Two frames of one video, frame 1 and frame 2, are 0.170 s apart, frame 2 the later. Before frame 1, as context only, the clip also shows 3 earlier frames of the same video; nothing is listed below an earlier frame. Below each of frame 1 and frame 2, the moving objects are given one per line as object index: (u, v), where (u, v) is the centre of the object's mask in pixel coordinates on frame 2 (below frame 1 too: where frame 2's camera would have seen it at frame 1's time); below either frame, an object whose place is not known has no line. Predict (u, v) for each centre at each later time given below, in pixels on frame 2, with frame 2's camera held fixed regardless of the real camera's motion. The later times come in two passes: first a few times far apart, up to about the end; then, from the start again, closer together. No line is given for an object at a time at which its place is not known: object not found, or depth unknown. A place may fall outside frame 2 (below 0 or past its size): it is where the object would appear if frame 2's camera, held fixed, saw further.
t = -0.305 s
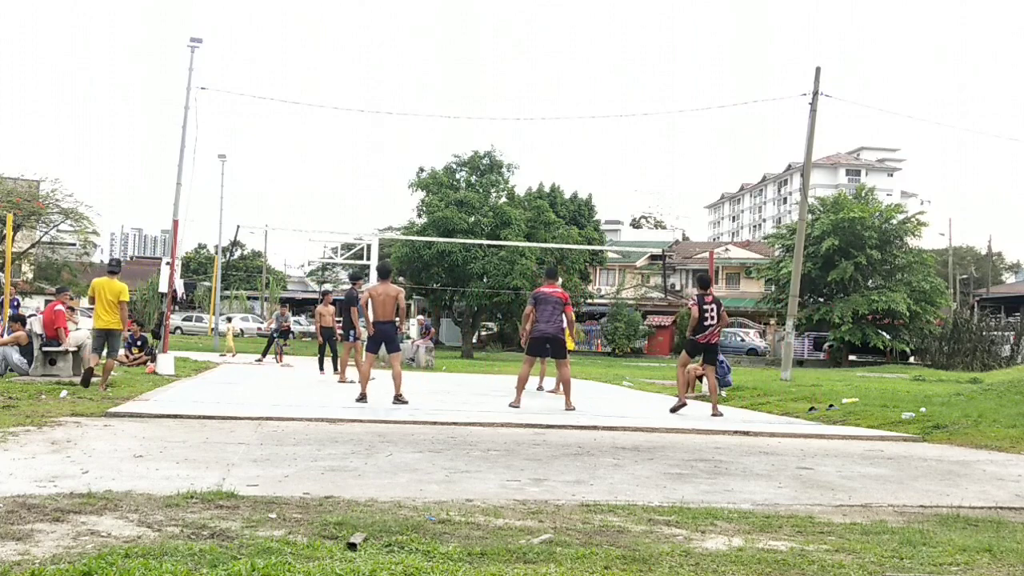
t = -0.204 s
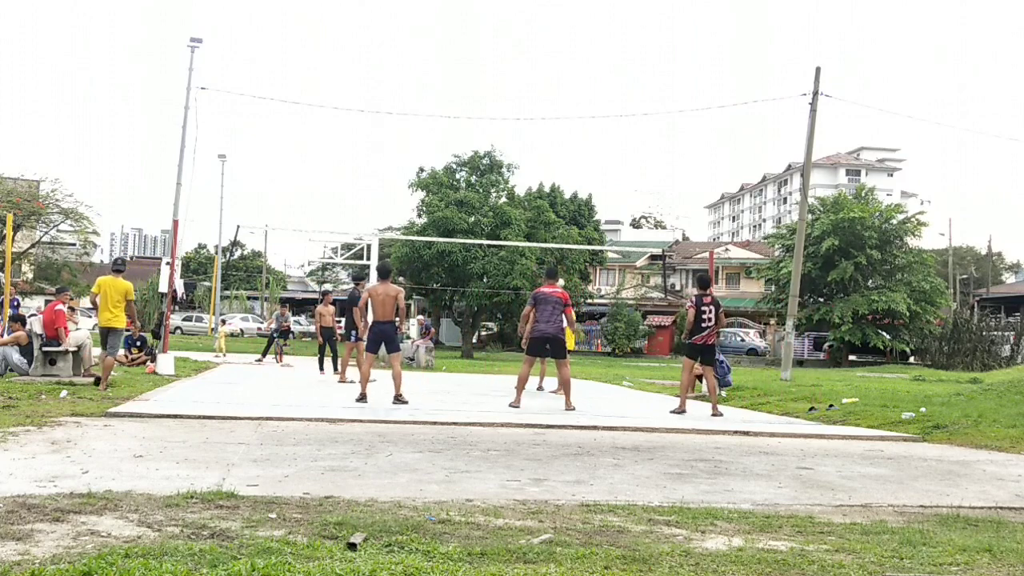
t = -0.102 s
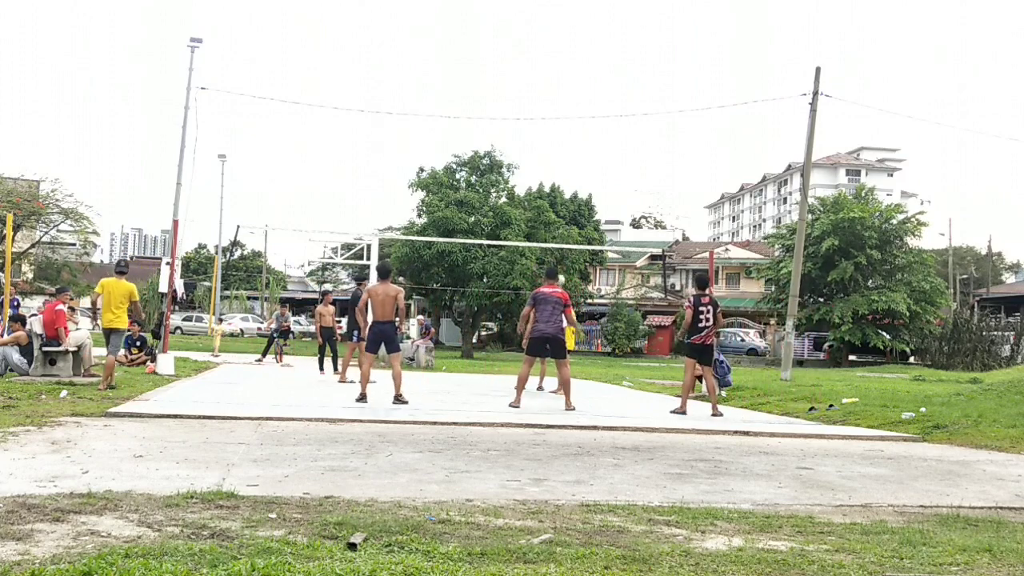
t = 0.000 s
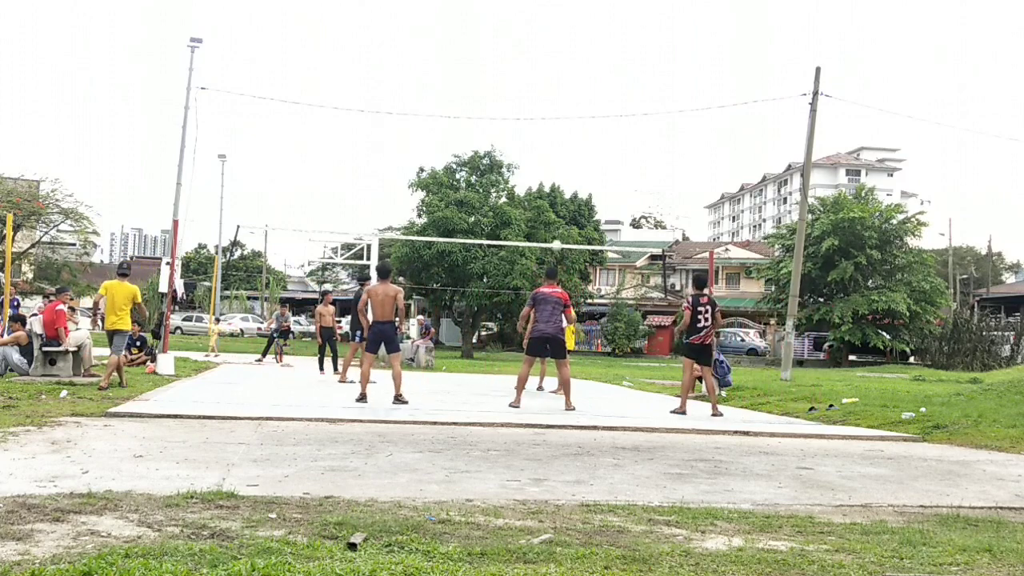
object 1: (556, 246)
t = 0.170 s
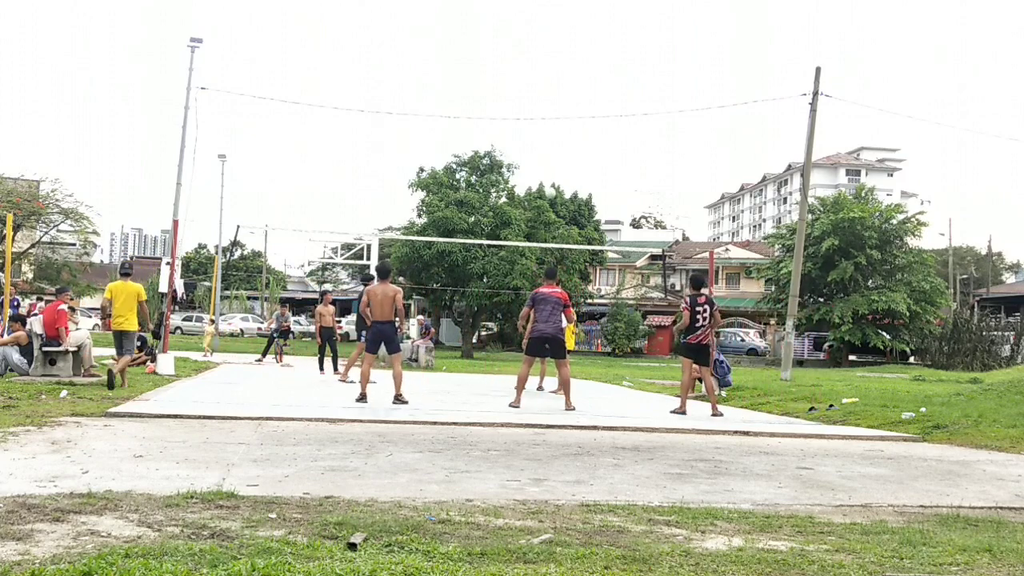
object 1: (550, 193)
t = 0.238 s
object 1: (547, 175)
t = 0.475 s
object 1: (530, 121)
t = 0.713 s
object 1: (509, 92)
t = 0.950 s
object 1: (481, 93)
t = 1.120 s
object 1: (456, 120)
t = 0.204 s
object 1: (548, 185)
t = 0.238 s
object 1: (547, 175)
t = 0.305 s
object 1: (543, 157)
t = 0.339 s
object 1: (541, 149)
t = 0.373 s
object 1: (538, 142)
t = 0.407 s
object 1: (535, 135)
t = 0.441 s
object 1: (533, 128)
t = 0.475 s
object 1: (530, 121)
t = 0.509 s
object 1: (528, 116)
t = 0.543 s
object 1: (524, 110)
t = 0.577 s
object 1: (522, 105)
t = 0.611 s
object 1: (519, 101)
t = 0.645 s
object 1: (516, 97)
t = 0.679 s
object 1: (512, 94)
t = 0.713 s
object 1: (509, 92)
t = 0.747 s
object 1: (506, 90)
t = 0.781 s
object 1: (502, 89)
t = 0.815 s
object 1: (498, 88)
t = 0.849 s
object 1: (494, 88)
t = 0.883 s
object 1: (490, 89)
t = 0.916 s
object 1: (485, 91)
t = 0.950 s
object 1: (481, 93)
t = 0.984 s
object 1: (476, 97)
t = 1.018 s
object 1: (471, 101)
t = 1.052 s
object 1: (467, 106)
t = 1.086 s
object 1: (461, 113)
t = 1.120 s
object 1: (456, 120)
